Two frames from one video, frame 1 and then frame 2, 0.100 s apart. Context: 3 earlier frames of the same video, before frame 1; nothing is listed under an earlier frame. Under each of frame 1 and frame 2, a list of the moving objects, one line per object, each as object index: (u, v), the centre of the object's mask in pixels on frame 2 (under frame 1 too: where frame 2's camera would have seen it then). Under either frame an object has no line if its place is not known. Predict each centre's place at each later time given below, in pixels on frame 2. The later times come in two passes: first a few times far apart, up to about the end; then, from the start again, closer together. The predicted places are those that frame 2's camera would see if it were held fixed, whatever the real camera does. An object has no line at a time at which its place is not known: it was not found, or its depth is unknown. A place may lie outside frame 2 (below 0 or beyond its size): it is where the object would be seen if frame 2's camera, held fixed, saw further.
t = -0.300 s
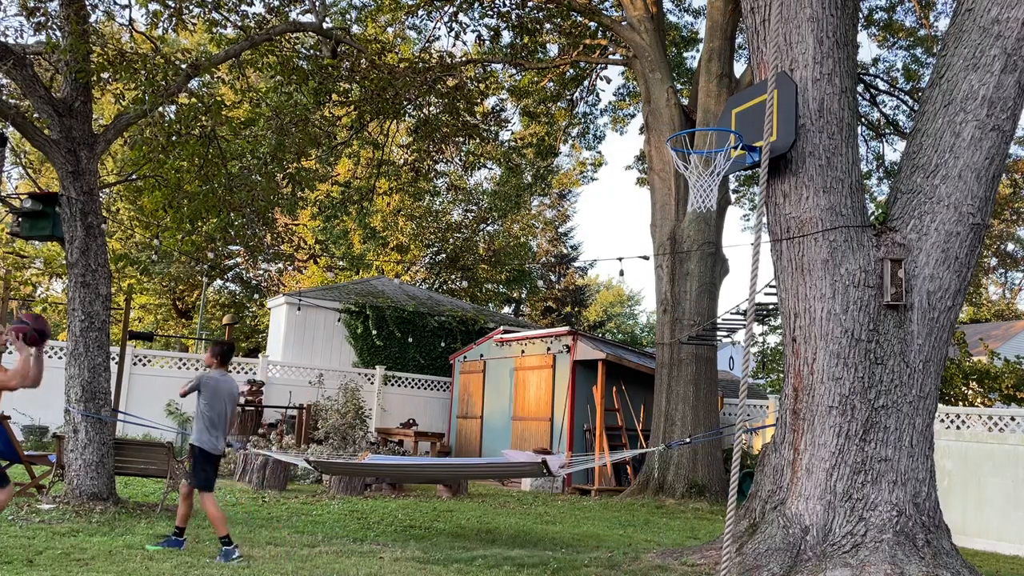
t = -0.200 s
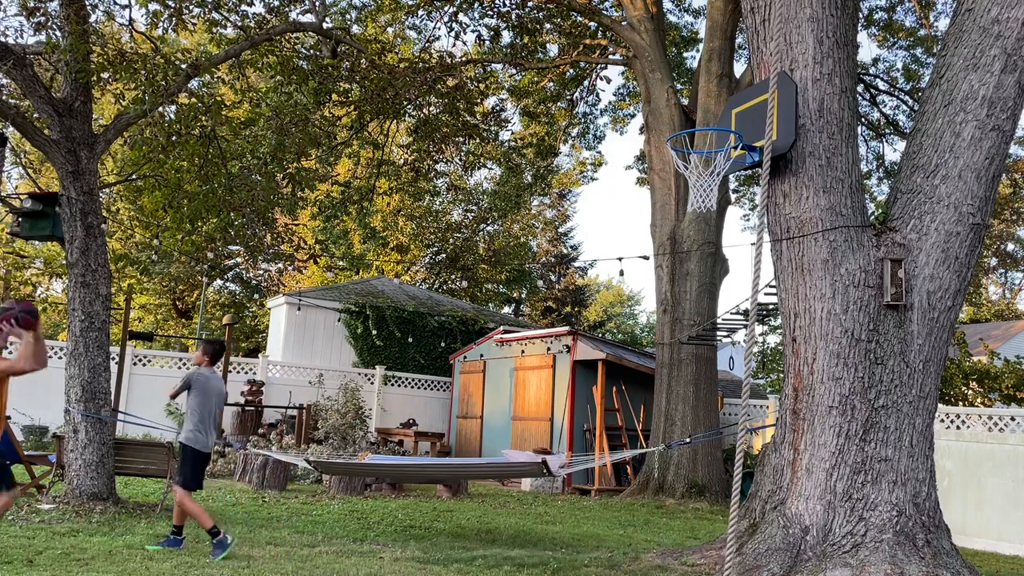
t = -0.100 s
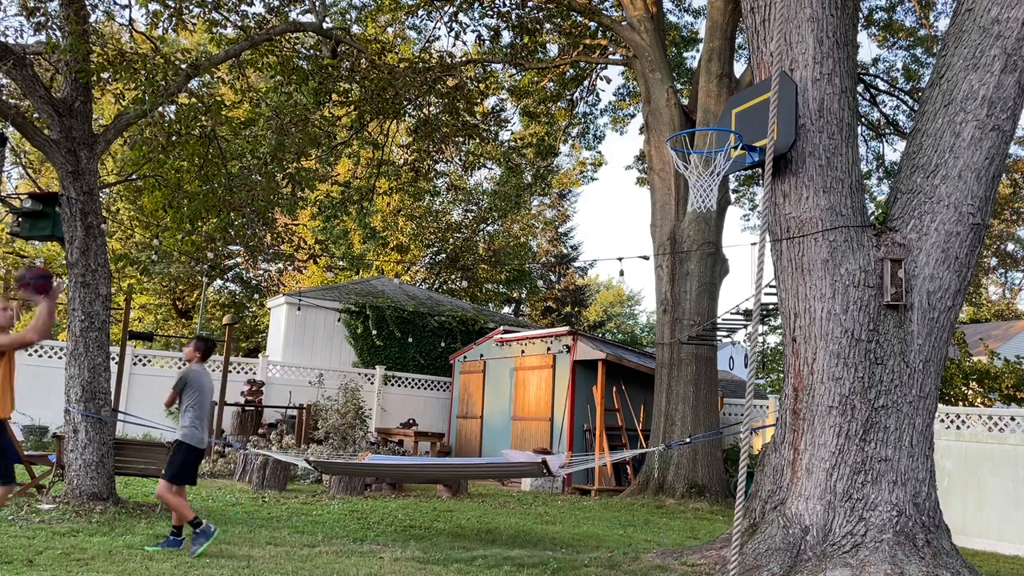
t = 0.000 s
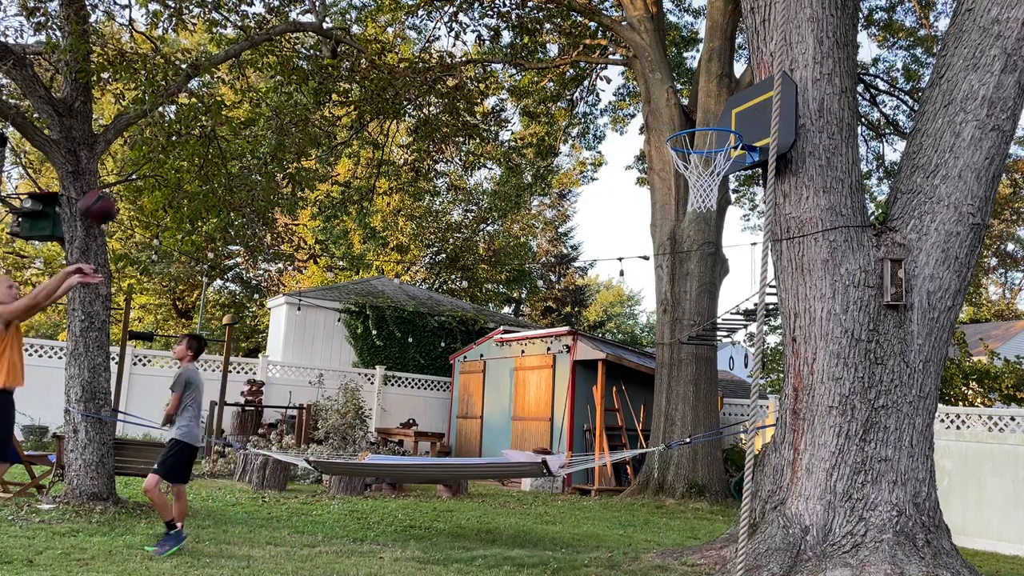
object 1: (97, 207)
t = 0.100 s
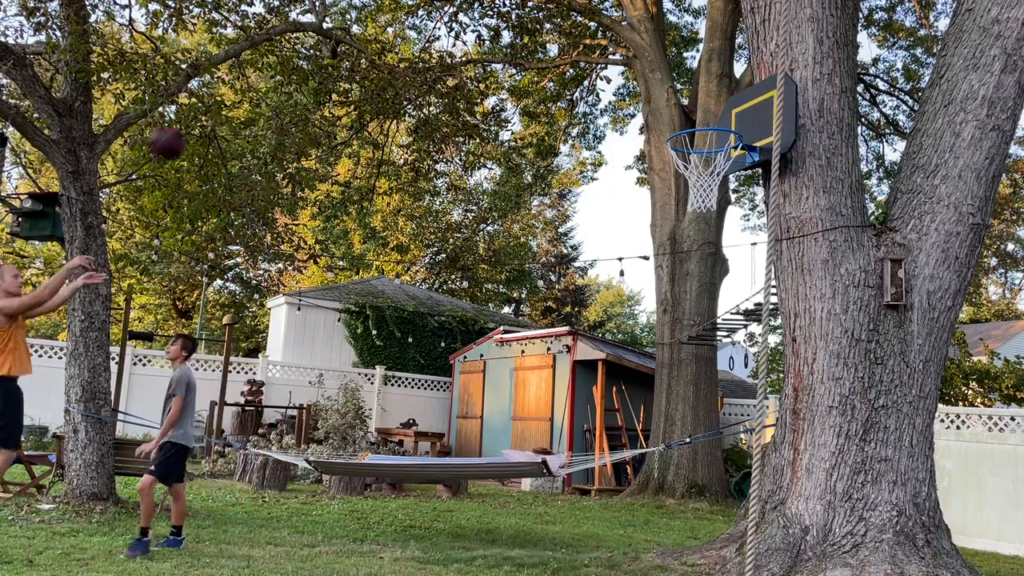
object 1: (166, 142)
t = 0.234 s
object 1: (254, 79)
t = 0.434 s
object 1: (378, 25)
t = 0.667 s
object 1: (522, 29)
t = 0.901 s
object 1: (666, 108)
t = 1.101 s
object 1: (736, 169)
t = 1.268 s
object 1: (722, 210)
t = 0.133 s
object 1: (189, 126)
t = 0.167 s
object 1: (211, 108)
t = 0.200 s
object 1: (233, 92)
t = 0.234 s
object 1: (254, 79)
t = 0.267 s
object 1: (275, 66)
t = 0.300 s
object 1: (295, 56)
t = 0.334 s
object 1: (319, 45)
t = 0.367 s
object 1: (337, 40)
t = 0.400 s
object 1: (359, 31)
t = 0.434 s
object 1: (378, 25)
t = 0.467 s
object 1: (399, 22)
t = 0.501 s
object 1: (421, 18)
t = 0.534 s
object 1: (441, 17)
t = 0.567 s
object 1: (460, 18)
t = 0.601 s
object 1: (481, 21)
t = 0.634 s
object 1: (502, 24)
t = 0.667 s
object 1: (522, 29)
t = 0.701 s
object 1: (542, 36)
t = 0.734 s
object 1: (563, 43)
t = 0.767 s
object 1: (583, 53)
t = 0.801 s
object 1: (603, 63)
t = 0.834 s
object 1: (626, 76)
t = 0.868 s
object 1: (647, 92)
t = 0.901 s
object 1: (666, 108)
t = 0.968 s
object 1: (709, 145)
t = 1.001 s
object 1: (733, 162)
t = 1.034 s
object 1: (741, 165)
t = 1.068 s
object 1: (735, 171)
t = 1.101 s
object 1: (736, 169)
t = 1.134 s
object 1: (734, 173)
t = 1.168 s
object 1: (731, 180)
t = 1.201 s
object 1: (728, 188)
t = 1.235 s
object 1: (725, 198)
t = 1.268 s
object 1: (722, 210)
